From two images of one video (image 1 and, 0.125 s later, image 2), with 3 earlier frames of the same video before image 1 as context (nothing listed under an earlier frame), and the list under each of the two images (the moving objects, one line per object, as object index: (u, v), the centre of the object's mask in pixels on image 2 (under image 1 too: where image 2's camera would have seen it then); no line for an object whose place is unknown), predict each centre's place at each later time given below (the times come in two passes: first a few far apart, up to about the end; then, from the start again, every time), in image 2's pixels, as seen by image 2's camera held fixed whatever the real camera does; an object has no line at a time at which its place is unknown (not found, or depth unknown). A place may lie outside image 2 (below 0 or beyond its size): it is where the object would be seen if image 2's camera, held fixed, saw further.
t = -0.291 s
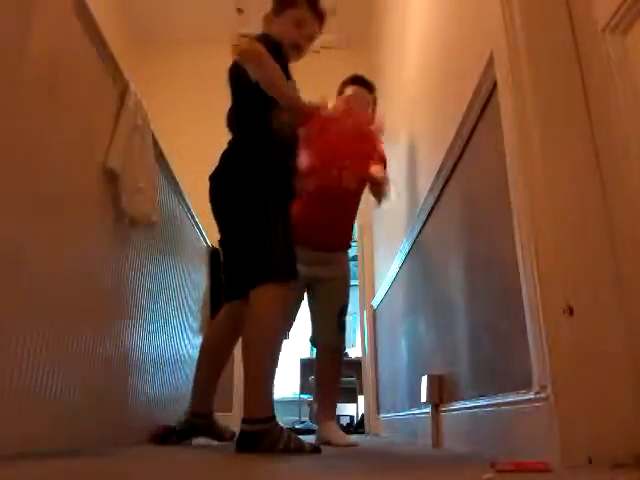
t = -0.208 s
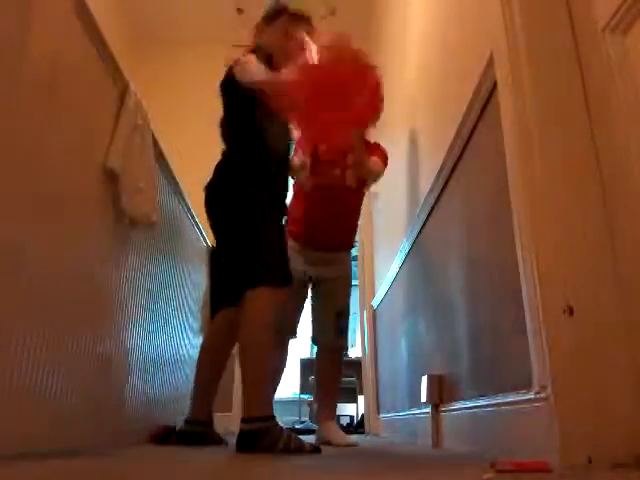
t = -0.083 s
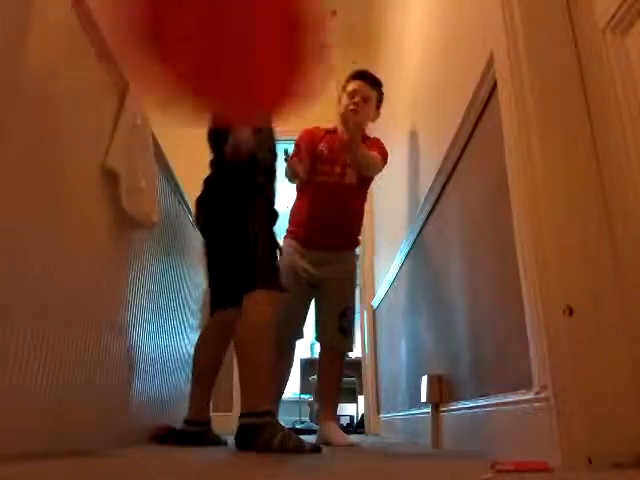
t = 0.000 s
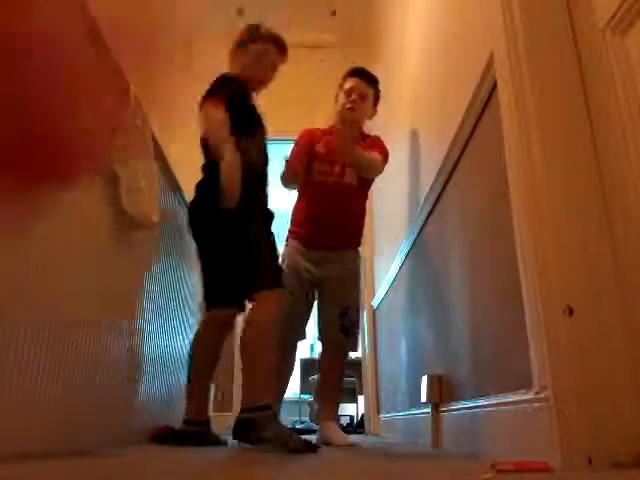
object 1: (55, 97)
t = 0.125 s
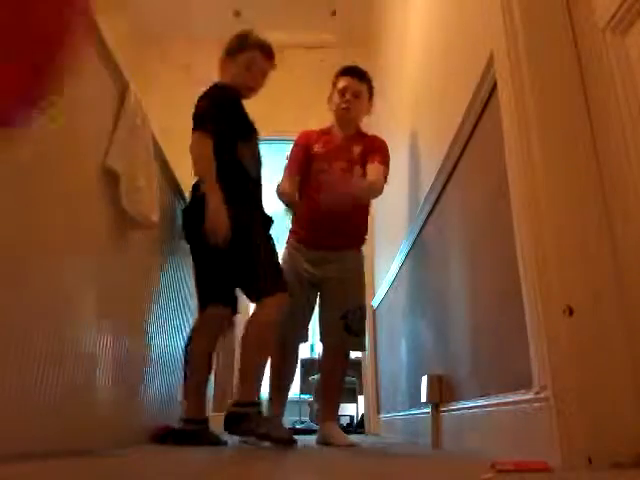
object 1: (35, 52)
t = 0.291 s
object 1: (92, 47)
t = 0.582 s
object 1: (147, 345)
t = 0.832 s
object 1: (198, 276)
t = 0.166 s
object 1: (50, 46)
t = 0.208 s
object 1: (68, 40)
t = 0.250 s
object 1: (83, 41)
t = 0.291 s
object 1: (92, 47)
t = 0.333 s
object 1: (101, 58)
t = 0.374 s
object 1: (109, 76)
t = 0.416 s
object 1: (116, 114)
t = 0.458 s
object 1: (122, 165)
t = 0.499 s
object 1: (125, 223)
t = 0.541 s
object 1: (134, 280)
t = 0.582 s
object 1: (147, 345)
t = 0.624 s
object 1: (156, 362)
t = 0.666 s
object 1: (170, 316)
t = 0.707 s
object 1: (180, 291)
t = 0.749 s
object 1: (186, 277)
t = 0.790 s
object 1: (192, 273)
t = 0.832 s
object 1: (198, 276)
